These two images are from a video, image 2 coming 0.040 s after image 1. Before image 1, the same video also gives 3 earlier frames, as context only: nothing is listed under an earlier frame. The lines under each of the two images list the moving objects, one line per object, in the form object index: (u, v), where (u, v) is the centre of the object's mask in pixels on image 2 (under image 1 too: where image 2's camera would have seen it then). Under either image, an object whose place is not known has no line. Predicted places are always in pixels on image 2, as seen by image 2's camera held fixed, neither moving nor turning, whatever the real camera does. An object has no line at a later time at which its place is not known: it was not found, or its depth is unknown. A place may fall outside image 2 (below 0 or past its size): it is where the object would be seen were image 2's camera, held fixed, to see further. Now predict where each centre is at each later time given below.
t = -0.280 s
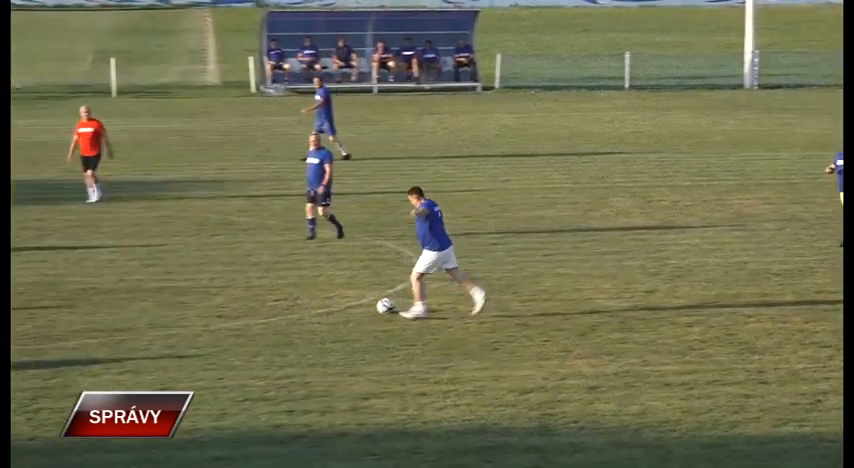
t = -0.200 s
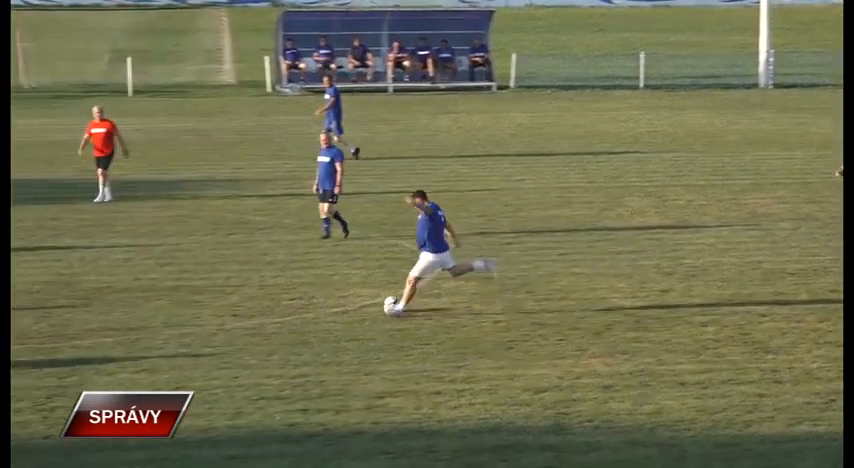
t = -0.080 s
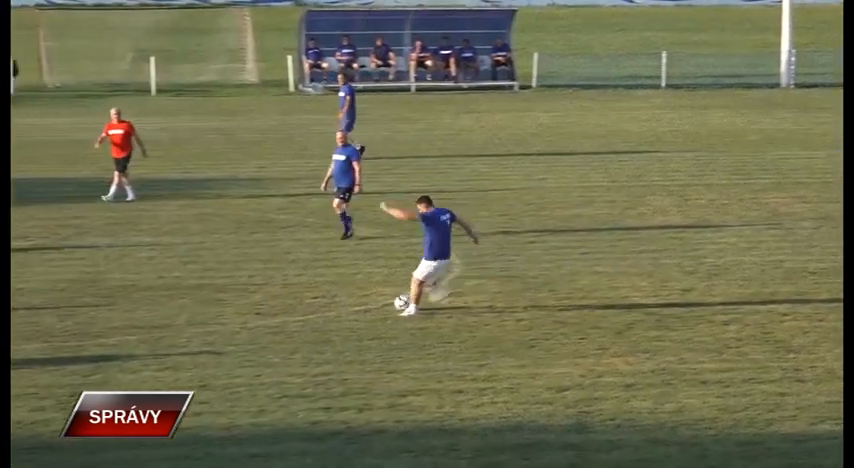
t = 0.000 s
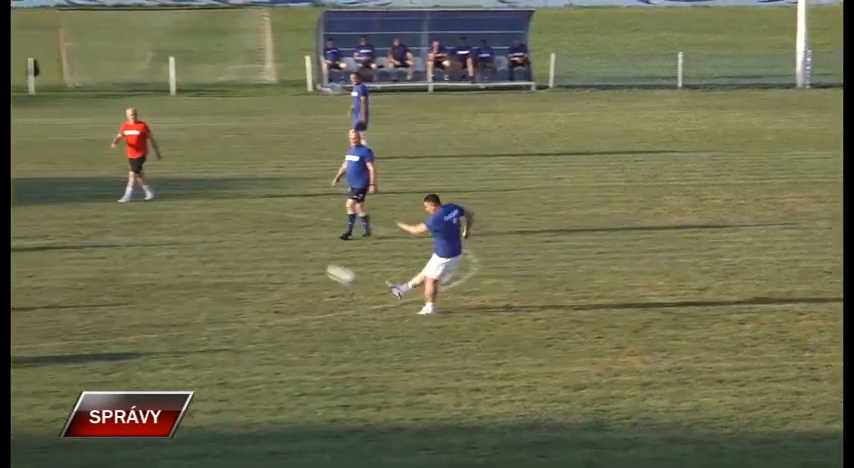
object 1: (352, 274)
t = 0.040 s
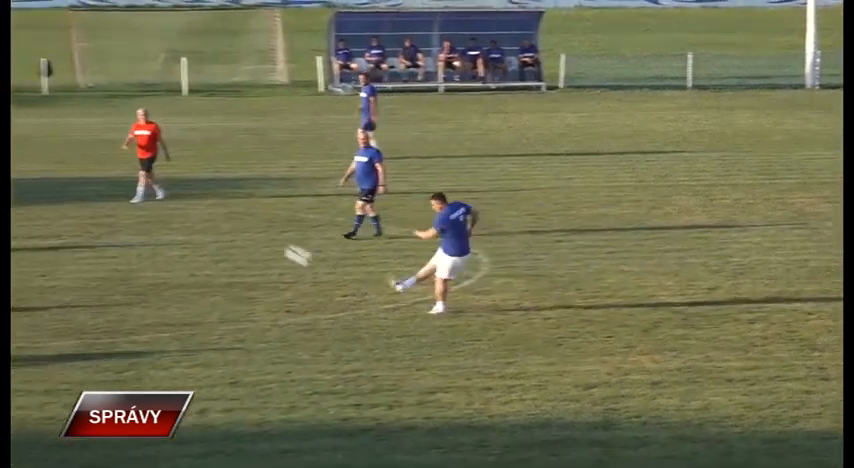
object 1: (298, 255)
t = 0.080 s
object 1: (244, 237)
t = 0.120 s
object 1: (192, 219)
